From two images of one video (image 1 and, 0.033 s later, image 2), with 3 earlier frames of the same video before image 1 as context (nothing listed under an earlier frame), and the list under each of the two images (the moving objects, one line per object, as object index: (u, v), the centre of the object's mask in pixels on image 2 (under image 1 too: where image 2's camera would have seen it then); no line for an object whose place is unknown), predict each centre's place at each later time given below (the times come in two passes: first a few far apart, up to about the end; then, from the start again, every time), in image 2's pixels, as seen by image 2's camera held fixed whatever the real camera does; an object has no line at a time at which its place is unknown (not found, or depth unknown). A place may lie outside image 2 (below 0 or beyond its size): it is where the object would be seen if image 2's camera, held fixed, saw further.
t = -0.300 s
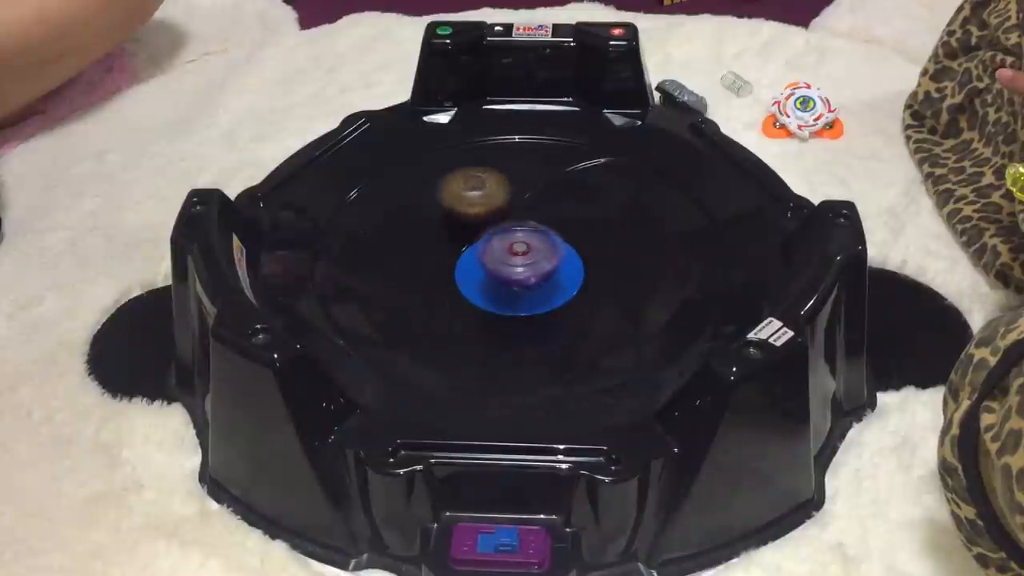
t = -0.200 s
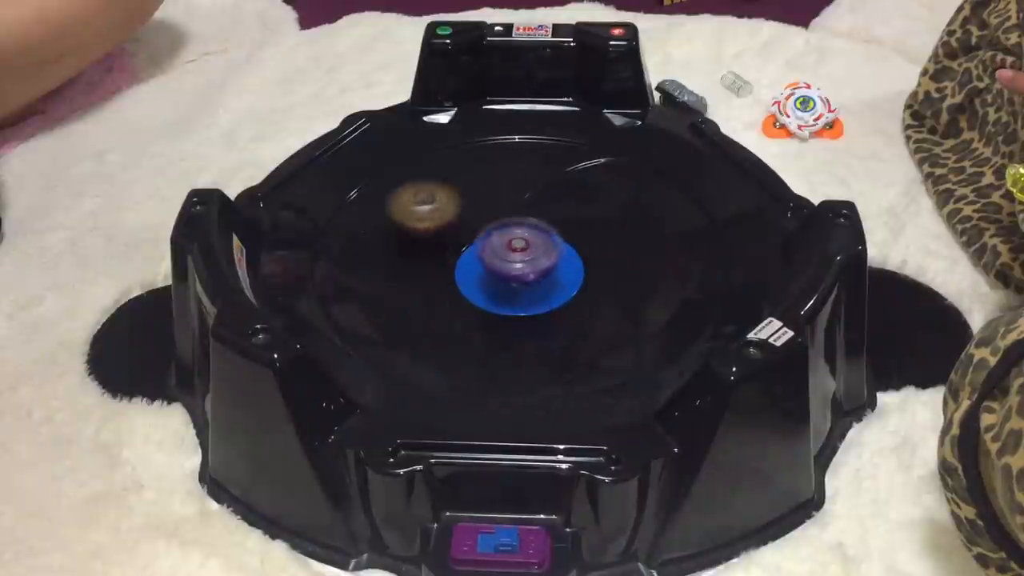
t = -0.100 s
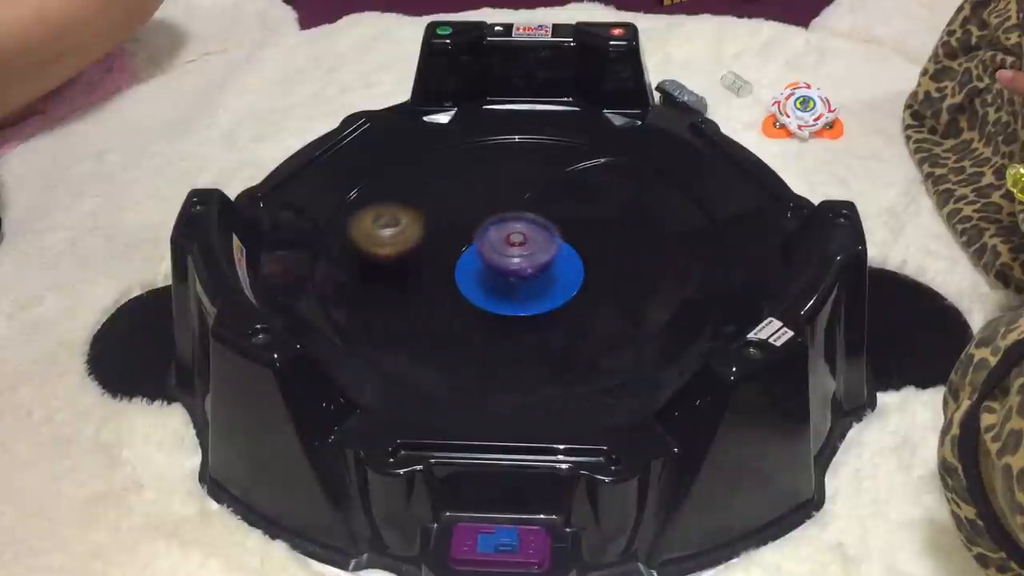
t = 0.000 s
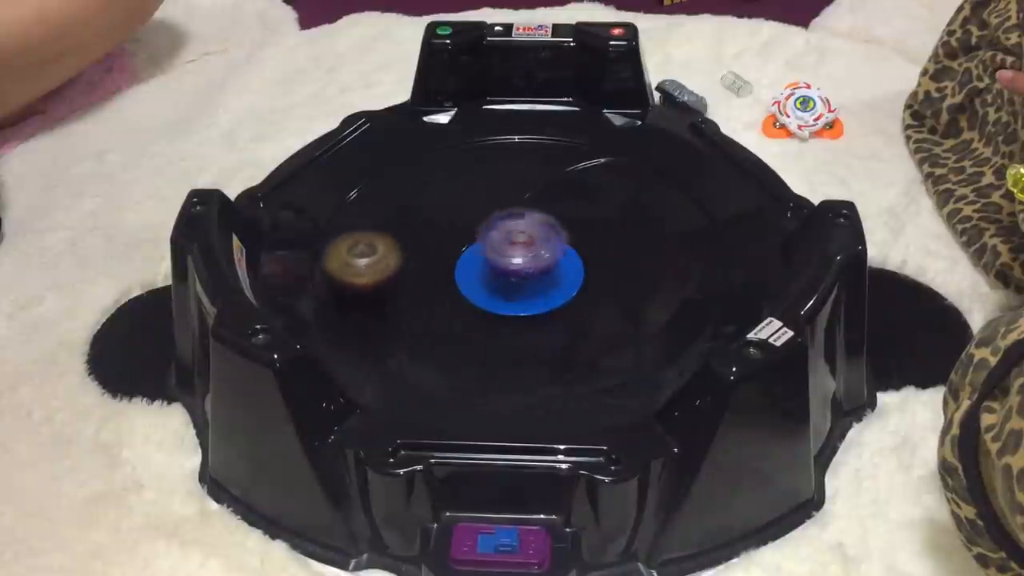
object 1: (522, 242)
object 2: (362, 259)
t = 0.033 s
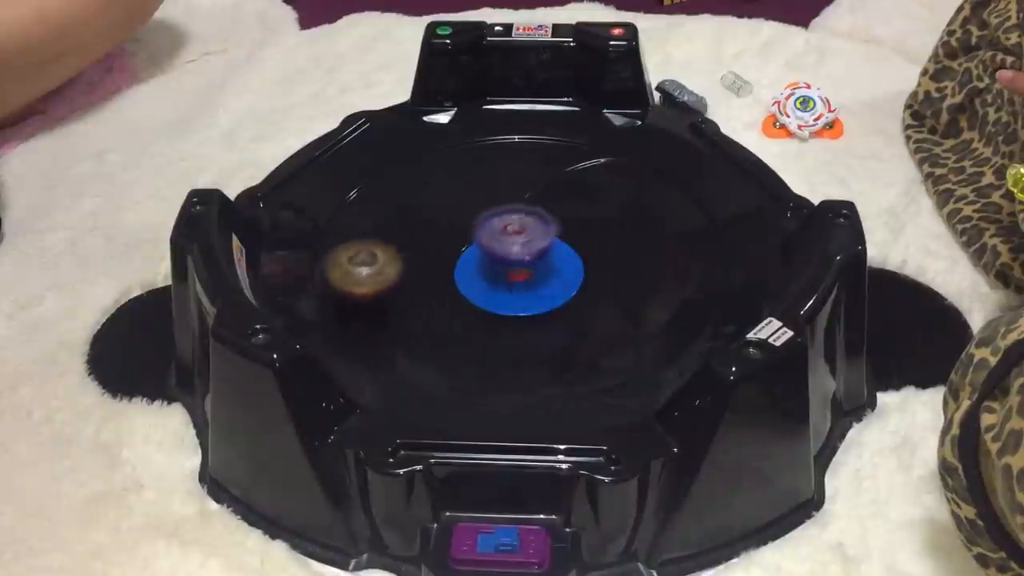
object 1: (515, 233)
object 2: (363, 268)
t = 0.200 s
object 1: (549, 243)
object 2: (419, 292)
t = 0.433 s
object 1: (548, 225)
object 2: (521, 293)
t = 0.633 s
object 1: (542, 198)
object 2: (554, 259)
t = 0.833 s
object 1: (515, 182)
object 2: (495, 263)
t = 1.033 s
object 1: (514, 172)
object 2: (480, 238)
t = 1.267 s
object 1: (549, 160)
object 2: (528, 269)
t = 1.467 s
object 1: (573, 154)
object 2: (557, 273)
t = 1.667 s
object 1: (584, 161)
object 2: (557, 258)
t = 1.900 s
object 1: (575, 183)
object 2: (509, 259)
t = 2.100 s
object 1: (547, 209)
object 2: (487, 251)
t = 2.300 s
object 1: (533, 213)
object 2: (464, 254)
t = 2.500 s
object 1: (526, 211)
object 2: (484, 264)
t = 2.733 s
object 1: (526, 202)
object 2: (497, 278)
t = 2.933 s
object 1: (525, 201)
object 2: (503, 274)
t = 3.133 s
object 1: (523, 204)
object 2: (482, 264)
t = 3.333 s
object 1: (523, 204)
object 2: (471, 253)
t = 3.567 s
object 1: (546, 202)
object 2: (477, 245)
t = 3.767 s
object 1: (570, 212)
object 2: (489, 246)
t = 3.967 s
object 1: (581, 225)
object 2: (498, 248)
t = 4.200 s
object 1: (579, 237)
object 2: (479, 242)
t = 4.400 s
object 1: (565, 250)
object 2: (474, 235)
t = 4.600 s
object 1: (561, 264)
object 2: (464, 220)
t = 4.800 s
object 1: (538, 268)
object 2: (467, 235)
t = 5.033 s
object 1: (543, 296)
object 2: (478, 190)
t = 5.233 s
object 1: (527, 294)
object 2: (483, 177)
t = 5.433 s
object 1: (520, 279)
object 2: (510, 172)
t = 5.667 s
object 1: (534, 252)
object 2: (544, 186)
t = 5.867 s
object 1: (538, 258)
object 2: (565, 170)
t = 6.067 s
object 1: (538, 273)
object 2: (560, 158)
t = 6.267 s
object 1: (520, 277)
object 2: (545, 160)
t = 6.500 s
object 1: (508, 269)
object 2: (535, 165)
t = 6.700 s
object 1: (512, 249)
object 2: (527, 173)
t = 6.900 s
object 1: (515, 242)
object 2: (511, 184)
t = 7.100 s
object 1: (528, 242)
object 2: (516, 144)
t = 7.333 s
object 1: (520, 242)
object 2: (495, 129)
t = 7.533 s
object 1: (533, 242)
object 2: (498, 153)
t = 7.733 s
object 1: (555, 244)
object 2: (516, 189)
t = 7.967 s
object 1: (554, 257)
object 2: (509, 209)
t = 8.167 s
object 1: (544, 270)
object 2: (485, 216)
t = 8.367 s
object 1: (520, 266)
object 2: (476, 217)
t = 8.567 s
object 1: (512, 266)
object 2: (487, 207)
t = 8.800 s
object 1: (518, 262)
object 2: (511, 206)
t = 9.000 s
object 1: (513, 271)
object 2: (536, 204)
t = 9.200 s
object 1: (507, 274)
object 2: (532, 221)
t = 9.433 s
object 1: (482, 274)
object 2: (548, 207)
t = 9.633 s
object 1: (474, 263)
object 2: (560, 206)
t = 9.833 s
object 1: (496, 252)
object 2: (558, 217)
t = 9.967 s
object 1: (497, 252)
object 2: (561, 221)
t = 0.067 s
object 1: (532, 233)
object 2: (370, 274)
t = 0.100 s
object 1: (542, 239)
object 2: (381, 279)
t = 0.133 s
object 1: (546, 243)
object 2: (394, 285)
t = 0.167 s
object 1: (548, 244)
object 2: (406, 288)
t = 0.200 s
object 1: (549, 243)
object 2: (419, 292)
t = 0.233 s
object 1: (550, 241)
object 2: (432, 297)
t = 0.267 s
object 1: (550, 238)
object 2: (446, 300)
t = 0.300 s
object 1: (551, 235)
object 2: (460, 303)
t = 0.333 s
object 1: (550, 232)
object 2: (474, 303)
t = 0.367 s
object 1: (549, 230)
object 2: (490, 303)
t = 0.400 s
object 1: (548, 227)
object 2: (506, 298)
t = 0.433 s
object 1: (548, 225)
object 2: (521, 293)
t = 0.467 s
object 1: (546, 222)
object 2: (534, 286)
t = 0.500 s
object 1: (545, 219)
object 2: (546, 278)
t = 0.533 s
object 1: (545, 213)
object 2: (555, 274)
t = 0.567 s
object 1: (544, 207)
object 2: (559, 270)
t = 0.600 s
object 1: (544, 201)
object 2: (559, 265)
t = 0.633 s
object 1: (542, 198)
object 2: (554, 259)
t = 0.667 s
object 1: (538, 197)
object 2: (547, 256)
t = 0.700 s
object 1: (532, 195)
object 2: (537, 257)
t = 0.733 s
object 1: (527, 193)
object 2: (526, 259)
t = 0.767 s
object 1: (523, 191)
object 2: (516, 260)
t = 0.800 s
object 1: (518, 187)
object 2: (505, 262)
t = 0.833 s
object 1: (515, 182)
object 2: (495, 263)
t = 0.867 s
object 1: (513, 178)
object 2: (484, 262)
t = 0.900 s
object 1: (512, 175)
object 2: (477, 259)
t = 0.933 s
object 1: (512, 174)
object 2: (473, 255)
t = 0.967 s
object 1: (513, 173)
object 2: (473, 249)
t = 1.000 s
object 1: (513, 172)
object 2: (475, 244)
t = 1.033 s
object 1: (514, 172)
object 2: (480, 238)
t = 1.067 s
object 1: (515, 172)
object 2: (487, 233)
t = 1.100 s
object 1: (517, 172)
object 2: (496, 230)
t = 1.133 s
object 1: (521, 172)
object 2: (504, 233)
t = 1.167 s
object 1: (530, 169)
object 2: (508, 244)
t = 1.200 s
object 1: (537, 166)
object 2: (514, 254)
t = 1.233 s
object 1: (543, 162)
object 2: (521, 262)
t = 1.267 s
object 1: (549, 160)
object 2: (528, 269)
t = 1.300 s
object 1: (554, 158)
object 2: (536, 274)
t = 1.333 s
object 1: (559, 156)
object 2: (544, 279)
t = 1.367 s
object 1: (563, 155)
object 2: (549, 280)
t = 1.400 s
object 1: (567, 154)
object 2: (551, 279)
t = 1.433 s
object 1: (571, 154)
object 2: (556, 276)
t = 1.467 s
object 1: (573, 154)
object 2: (557, 273)
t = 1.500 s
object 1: (576, 154)
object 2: (560, 269)
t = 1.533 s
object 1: (579, 154)
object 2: (562, 265)
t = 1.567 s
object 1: (581, 156)
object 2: (563, 262)
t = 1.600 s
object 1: (583, 157)
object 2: (563, 261)
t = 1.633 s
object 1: (584, 159)
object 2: (560, 258)
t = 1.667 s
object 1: (584, 161)
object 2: (557, 258)
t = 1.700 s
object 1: (585, 163)
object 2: (550, 257)
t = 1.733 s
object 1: (585, 166)
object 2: (542, 257)
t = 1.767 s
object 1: (584, 168)
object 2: (536, 258)
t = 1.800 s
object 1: (583, 172)
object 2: (528, 258)
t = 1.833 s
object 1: (581, 175)
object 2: (522, 258)
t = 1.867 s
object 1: (578, 179)
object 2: (515, 258)
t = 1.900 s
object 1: (575, 183)
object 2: (509, 259)
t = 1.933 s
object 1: (572, 187)
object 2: (504, 258)
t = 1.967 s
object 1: (567, 193)
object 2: (498, 257)
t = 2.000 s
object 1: (563, 196)
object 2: (494, 256)
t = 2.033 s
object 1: (558, 200)
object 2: (491, 254)
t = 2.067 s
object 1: (553, 204)
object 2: (489, 252)
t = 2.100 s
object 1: (547, 209)
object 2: (487, 251)
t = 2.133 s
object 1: (547, 207)
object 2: (479, 251)
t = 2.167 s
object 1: (548, 207)
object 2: (467, 253)
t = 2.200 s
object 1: (545, 208)
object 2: (458, 254)
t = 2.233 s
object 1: (541, 210)
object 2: (456, 253)
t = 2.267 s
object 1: (538, 211)
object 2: (458, 254)
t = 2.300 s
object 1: (533, 213)
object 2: (464, 254)
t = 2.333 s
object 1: (532, 213)
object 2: (470, 255)
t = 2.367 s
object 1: (532, 212)
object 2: (471, 259)
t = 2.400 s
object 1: (531, 211)
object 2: (473, 261)
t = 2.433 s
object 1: (529, 212)
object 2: (477, 262)
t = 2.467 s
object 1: (527, 212)
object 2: (481, 263)
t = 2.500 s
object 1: (526, 211)
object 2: (484, 264)
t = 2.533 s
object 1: (524, 210)
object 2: (487, 265)
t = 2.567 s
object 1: (524, 210)
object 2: (491, 265)
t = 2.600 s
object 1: (525, 208)
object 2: (492, 268)
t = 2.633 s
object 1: (526, 205)
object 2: (493, 272)
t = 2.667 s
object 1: (526, 203)
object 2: (493, 275)
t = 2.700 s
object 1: (526, 202)
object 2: (494, 277)
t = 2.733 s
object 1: (526, 202)
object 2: (497, 278)
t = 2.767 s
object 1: (526, 201)
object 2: (499, 278)
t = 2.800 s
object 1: (525, 201)
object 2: (501, 278)
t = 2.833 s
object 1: (525, 201)
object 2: (503, 278)
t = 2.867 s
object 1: (525, 201)
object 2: (503, 277)
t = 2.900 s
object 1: (525, 201)
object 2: (503, 276)
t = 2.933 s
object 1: (525, 201)
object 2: (503, 274)
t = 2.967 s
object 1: (524, 202)
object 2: (501, 272)
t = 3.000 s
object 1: (523, 203)
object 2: (499, 269)
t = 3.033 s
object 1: (522, 204)
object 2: (497, 267)
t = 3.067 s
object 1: (521, 205)
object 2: (494, 264)
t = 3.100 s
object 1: (521, 205)
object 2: (489, 262)
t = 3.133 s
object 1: (523, 204)
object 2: (482, 264)
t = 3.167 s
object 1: (523, 204)
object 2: (475, 265)
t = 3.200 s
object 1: (523, 204)
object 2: (469, 265)
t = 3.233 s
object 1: (523, 204)
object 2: (465, 263)
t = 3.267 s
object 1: (523, 204)
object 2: (466, 259)
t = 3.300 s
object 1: (522, 204)
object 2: (468, 256)
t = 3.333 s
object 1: (523, 204)
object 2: (471, 253)
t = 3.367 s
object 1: (528, 203)
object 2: (471, 252)
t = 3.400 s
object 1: (529, 204)
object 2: (471, 251)
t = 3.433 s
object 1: (530, 203)
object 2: (473, 249)
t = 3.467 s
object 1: (534, 203)
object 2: (473, 247)
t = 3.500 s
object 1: (539, 202)
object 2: (473, 247)
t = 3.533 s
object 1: (541, 202)
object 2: (474, 247)
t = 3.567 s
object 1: (546, 202)
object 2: (477, 245)
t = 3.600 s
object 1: (549, 203)
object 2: (480, 245)
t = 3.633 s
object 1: (554, 205)
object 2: (484, 244)
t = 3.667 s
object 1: (559, 207)
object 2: (488, 244)
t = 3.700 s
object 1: (564, 208)
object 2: (488, 244)
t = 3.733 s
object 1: (568, 210)
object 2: (488, 245)
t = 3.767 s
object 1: (570, 212)
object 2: (489, 246)
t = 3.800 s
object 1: (573, 213)
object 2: (490, 247)
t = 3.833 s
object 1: (575, 216)
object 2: (491, 247)
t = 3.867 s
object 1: (578, 217)
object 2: (494, 247)
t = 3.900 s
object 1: (580, 220)
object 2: (496, 248)
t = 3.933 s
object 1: (580, 223)
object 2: (497, 248)
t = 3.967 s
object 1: (581, 225)
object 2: (498, 248)
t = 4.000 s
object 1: (582, 228)
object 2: (497, 248)
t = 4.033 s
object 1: (583, 229)
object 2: (495, 247)
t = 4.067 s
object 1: (582, 232)
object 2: (494, 247)
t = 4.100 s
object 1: (581, 235)
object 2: (493, 247)
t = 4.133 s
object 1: (579, 237)
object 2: (491, 246)
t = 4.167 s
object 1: (579, 237)
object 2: (486, 244)
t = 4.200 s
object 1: (579, 237)
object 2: (479, 242)
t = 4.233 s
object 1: (577, 238)
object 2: (474, 240)
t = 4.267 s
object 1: (576, 240)
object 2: (470, 239)
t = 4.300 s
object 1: (574, 243)
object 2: (469, 238)
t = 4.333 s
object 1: (571, 245)
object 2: (469, 237)
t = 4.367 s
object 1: (567, 248)
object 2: (471, 236)
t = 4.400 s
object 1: (565, 250)
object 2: (474, 235)
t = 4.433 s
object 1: (562, 252)
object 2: (478, 234)
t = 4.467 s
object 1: (567, 257)
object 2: (470, 228)
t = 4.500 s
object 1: (570, 261)
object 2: (465, 222)
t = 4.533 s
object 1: (568, 262)
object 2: (465, 219)
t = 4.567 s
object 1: (565, 263)
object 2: (464, 219)
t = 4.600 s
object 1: (561, 264)
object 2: (464, 220)
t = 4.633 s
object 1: (558, 266)
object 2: (463, 222)
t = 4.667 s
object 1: (554, 268)
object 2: (462, 225)
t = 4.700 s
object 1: (549, 268)
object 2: (464, 230)
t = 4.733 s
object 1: (541, 265)
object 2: (468, 235)
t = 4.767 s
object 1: (540, 267)
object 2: (467, 235)
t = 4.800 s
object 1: (538, 268)
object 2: (467, 235)
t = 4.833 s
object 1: (535, 268)
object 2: (468, 235)
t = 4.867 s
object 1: (532, 271)
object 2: (467, 231)
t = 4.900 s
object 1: (534, 279)
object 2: (466, 217)
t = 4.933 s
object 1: (537, 287)
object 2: (467, 209)
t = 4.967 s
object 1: (542, 292)
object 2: (471, 201)
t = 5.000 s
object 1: (544, 294)
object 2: (476, 195)
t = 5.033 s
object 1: (543, 296)
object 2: (478, 190)
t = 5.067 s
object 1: (541, 297)
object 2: (480, 186)
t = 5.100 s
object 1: (539, 298)
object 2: (481, 183)
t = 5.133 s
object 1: (536, 298)
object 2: (482, 182)
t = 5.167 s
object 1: (533, 297)
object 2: (482, 181)
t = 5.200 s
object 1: (529, 297)
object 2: (481, 179)
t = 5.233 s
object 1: (527, 294)
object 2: (483, 177)
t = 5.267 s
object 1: (525, 292)
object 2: (488, 175)
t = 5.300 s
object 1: (523, 291)
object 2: (493, 173)
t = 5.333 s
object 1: (520, 289)
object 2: (497, 171)
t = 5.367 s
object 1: (519, 286)
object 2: (502, 172)
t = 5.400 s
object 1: (519, 284)
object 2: (506, 171)
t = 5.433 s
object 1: (520, 279)
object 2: (510, 172)
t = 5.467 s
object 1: (522, 276)
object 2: (514, 172)
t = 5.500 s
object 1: (522, 272)
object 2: (518, 174)
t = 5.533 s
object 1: (525, 270)
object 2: (525, 177)
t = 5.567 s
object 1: (526, 265)
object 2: (531, 179)
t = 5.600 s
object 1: (528, 259)
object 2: (536, 181)
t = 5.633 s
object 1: (531, 256)
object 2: (540, 184)
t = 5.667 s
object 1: (534, 252)
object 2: (544, 186)
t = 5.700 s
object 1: (537, 249)
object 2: (547, 187)
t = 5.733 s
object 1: (540, 246)
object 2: (549, 189)
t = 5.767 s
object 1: (544, 243)
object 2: (550, 189)
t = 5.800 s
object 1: (545, 243)
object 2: (552, 189)
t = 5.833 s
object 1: (542, 251)
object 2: (560, 178)
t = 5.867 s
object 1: (538, 258)
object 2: (565, 170)
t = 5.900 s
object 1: (538, 263)
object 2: (568, 164)
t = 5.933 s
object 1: (538, 265)
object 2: (569, 160)
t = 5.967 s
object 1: (539, 268)
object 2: (569, 158)
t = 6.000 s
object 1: (539, 270)
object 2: (568, 158)
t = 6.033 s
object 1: (538, 272)
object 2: (565, 158)
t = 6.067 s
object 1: (538, 273)
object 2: (560, 158)
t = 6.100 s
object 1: (536, 275)
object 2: (556, 159)
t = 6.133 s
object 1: (534, 276)
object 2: (552, 159)
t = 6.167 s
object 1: (532, 275)
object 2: (549, 159)
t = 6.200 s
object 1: (528, 276)
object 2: (548, 160)
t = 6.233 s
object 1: (523, 277)
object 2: (546, 160)
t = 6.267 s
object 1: (520, 277)
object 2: (545, 160)
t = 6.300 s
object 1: (516, 277)
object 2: (543, 161)
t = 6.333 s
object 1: (515, 276)
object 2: (541, 162)
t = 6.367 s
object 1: (513, 275)
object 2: (539, 163)
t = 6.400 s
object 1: (511, 274)
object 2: (538, 164)
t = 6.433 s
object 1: (510, 273)
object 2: (537, 164)
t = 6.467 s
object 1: (509, 271)
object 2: (536, 164)
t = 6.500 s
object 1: (508, 269)
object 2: (535, 165)
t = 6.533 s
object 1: (508, 267)
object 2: (534, 165)
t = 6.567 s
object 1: (507, 263)
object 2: (533, 166)
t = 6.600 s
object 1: (508, 259)
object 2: (532, 168)
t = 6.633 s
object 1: (509, 255)
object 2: (531, 168)
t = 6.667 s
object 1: (511, 251)
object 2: (529, 172)
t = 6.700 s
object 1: (512, 249)
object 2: (527, 173)
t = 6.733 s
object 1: (515, 247)
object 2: (524, 175)
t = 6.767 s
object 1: (519, 241)
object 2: (522, 177)
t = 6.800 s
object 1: (531, 237)
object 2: (520, 179)
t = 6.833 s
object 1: (537, 244)
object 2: (516, 181)
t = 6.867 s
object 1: (528, 249)
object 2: (513, 184)
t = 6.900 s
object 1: (515, 242)
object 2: (511, 184)
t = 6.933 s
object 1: (530, 236)
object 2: (511, 184)
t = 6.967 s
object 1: (530, 243)
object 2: (515, 175)
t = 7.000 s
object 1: (519, 237)
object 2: (521, 169)
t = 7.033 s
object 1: (527, 233)
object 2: (523, 161)
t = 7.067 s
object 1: (536, 236)
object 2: (519, 151)
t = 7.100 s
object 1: (528, 242)
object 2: (516, 144)
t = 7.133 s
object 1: (514, 234)
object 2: (514, 138)
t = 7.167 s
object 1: (526, 231)
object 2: (509, 132)
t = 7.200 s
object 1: (541, 236)
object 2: (502, 127)
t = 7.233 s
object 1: (541, 244)
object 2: (497, 126)
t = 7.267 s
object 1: (534, 246)
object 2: (496, 125)
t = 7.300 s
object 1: (529, 245)
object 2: (495, 127)
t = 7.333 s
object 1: (520, 242)
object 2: (495, 129)
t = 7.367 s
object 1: (521, 234)
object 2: (494, 132)
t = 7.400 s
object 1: (532, 237)
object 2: (494, 136)
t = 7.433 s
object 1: (522, 242)
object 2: (495, 140)
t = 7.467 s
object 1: (514, 235)
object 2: (497, 145)
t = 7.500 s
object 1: (529, 233)
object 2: (498, 148)
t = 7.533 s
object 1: (533, 242)
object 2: (498, 153)
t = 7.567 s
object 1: (514, 242)
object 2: (501, 159)
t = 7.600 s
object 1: (514, 232)
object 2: (505, 164)
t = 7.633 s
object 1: (535, 232)
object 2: (508, 169)
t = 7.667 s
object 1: (546, 237)
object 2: (510, 173)
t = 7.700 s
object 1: (553, 242)
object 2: (513, 181)
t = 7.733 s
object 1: (555, 244)
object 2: (516, 189)
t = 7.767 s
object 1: (555, 244)
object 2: (518, 196)
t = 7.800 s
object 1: (555, 246)
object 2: (519, 202)
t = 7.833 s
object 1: (555, 249)
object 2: (520, 203)
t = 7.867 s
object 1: (553, 250)
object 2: (518, 205)
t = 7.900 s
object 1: (554, 251)
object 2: (515, 208)
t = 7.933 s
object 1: (554, 254)
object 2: (511, 209)
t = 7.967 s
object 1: (554, 257)
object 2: (509, 209)
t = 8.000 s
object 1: (554, 260)
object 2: (503, 210)
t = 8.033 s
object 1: (553, 262)
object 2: (499, 214)
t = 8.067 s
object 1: (553, 265)
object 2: (495, 214)
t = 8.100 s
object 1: (551, 268)
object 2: (491, 214)
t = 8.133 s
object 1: (547, 268)
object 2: (488, 215)
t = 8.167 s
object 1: (544, 270)
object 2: (485, 216)
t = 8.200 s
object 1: (540, 270)
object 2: (482, 216)
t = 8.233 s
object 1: (535, 270)
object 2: (480, 216)
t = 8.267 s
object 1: (531, 270)
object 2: (478, 216)
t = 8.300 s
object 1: (527, 269)
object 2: (477, 216)
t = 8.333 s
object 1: (524, 268)
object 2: (475, 216)
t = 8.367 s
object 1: (520, 266)
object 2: (476, 217)
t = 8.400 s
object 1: (518, 265)
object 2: (476, 217)
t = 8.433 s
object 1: (517, 265)
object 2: (475, 216)
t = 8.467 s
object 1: (514, 263)
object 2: (478, 214)
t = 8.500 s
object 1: (513, 265)
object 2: (482, 213)
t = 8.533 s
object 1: (513, 266)
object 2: (484, 209)
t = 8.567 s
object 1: (512, 266)
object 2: (487, 207)
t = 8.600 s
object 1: (513, 265)
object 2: (490, 204)
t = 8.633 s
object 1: (514, 265)
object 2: (494, 204)
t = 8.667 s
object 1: (514, 264)
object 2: (498, 203)
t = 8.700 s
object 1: (515, 263)
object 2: (501, 203)
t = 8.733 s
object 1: (516, 262)
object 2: (505, 203)
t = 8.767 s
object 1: (517, 262)
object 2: (507, 204)
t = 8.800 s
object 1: (518, 262)
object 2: (511, 206)
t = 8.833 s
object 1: (519, 261)
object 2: (512, 207)
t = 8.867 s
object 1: (518, 262)
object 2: (519, 209)
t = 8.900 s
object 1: (515, 266)
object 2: (527, 204)
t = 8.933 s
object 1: (513, 269)
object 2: (531, 204)
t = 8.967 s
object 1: (513, 270)
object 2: (533, 202)
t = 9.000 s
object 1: (513, 271)
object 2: (536, 204)
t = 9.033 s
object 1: (512, 273)
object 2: (539, 205)
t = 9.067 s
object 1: (511, 274)
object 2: (536, 209)
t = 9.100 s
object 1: (510, 274)
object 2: (536, 211)
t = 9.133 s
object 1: (510, 275)
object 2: (537, 214)
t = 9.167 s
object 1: (508, 274)
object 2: (534, 217)
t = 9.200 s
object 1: (507, 274)
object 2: (532, 221)
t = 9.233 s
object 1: (507, 273)
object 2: (530, 223)
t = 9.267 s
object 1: (502, 274)
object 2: (530, 225)
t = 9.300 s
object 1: (501, 273)
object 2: (530, 225)
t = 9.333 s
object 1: (497, 272)
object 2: (536, 222)
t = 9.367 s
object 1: (493, 274)
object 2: (541, 216)
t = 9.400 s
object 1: (489, 275)
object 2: (546, 212)
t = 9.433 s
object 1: (482, 274)
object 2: (548, 207)
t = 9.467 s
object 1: (478, 273)
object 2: (550, 206)
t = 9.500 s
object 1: (476, 271)
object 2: (552, 202)
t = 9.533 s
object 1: (475, 270)
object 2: (555, 201)
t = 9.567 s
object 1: (473, 267)
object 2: (557, 203)
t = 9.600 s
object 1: (473, 265)
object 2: (559, 204)
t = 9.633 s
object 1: (474, 263)
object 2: (560, 206)
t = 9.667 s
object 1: (476, 262)
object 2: (561, 207)
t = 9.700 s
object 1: (480, 259)
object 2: (563, 208)
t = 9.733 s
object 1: (482, 257)
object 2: (562, 209)
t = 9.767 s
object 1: (488, 255)
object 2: (561, 211)
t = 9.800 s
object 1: (493, 253)
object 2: (558, 215)
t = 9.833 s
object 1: (496, 252)
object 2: (558, 217)
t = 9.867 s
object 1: (492, 252)
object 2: (563, 217)
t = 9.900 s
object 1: (492, 252)
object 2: (565, 218)
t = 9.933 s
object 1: (493, 252)
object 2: (564, 220)
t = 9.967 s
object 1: (497, 252)
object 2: (561, 221)
